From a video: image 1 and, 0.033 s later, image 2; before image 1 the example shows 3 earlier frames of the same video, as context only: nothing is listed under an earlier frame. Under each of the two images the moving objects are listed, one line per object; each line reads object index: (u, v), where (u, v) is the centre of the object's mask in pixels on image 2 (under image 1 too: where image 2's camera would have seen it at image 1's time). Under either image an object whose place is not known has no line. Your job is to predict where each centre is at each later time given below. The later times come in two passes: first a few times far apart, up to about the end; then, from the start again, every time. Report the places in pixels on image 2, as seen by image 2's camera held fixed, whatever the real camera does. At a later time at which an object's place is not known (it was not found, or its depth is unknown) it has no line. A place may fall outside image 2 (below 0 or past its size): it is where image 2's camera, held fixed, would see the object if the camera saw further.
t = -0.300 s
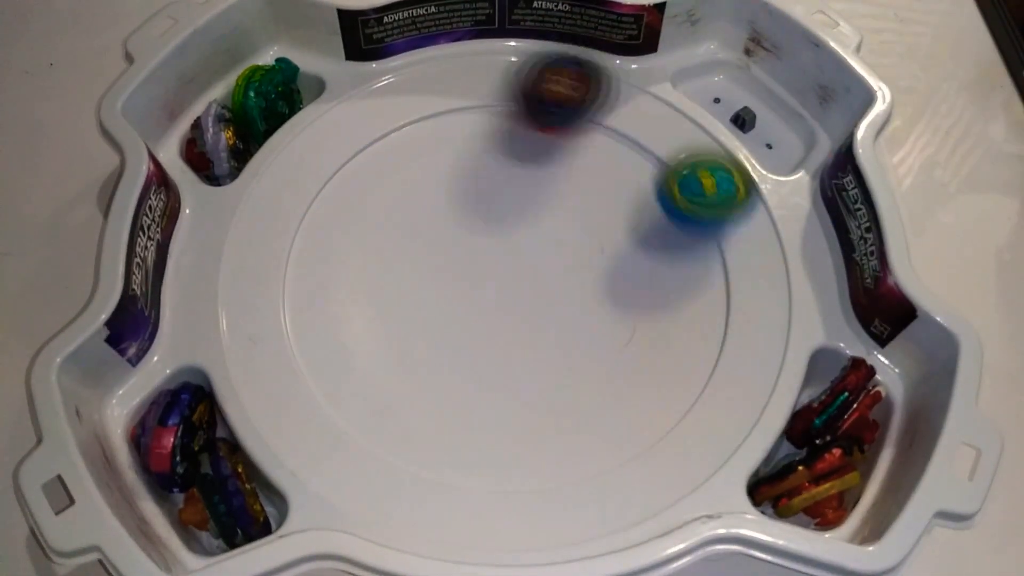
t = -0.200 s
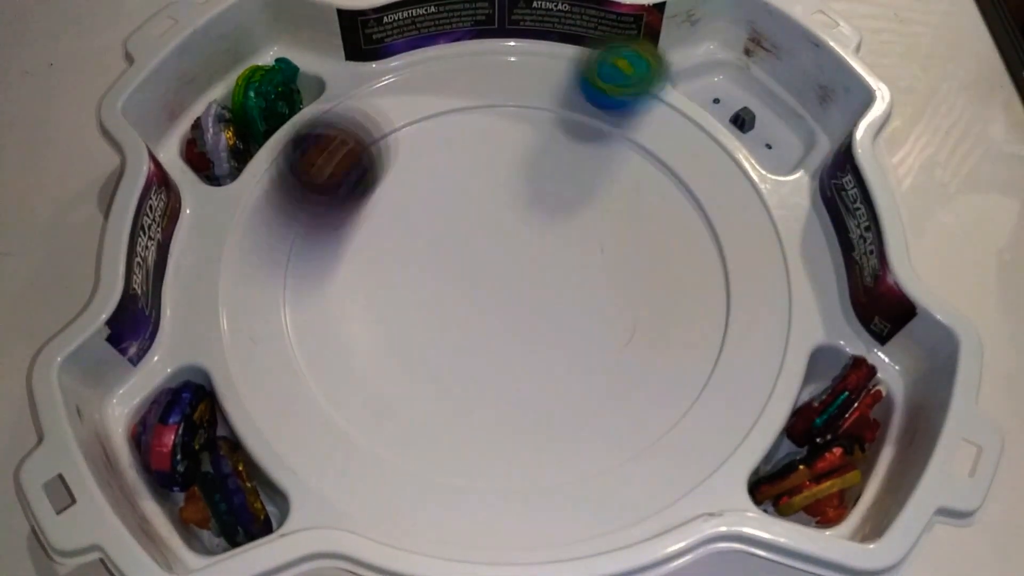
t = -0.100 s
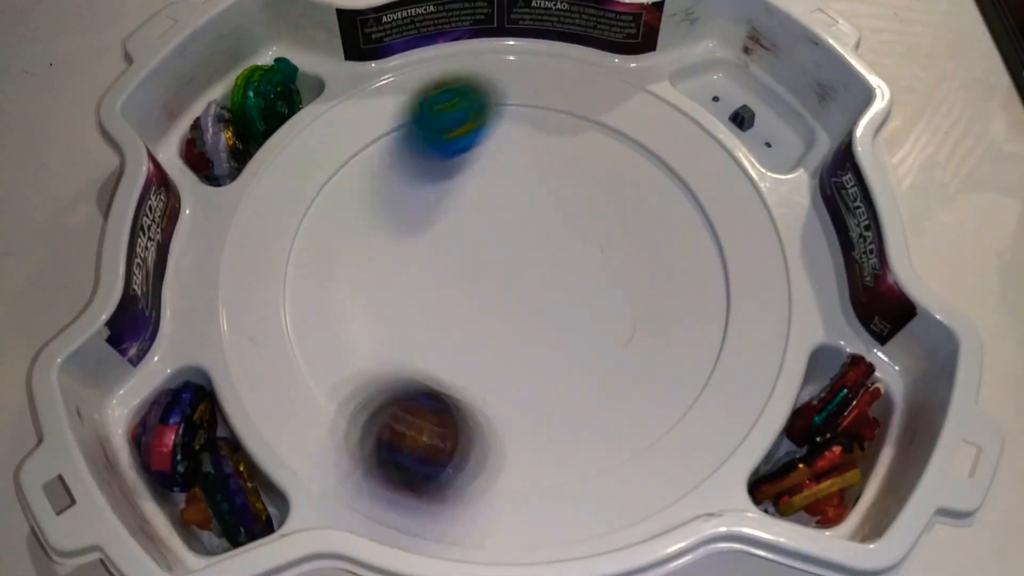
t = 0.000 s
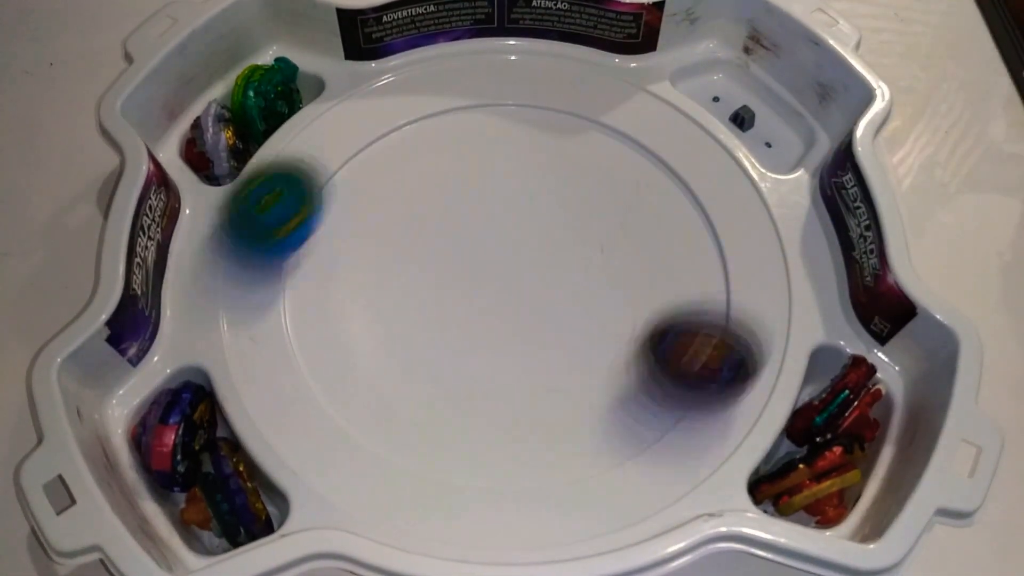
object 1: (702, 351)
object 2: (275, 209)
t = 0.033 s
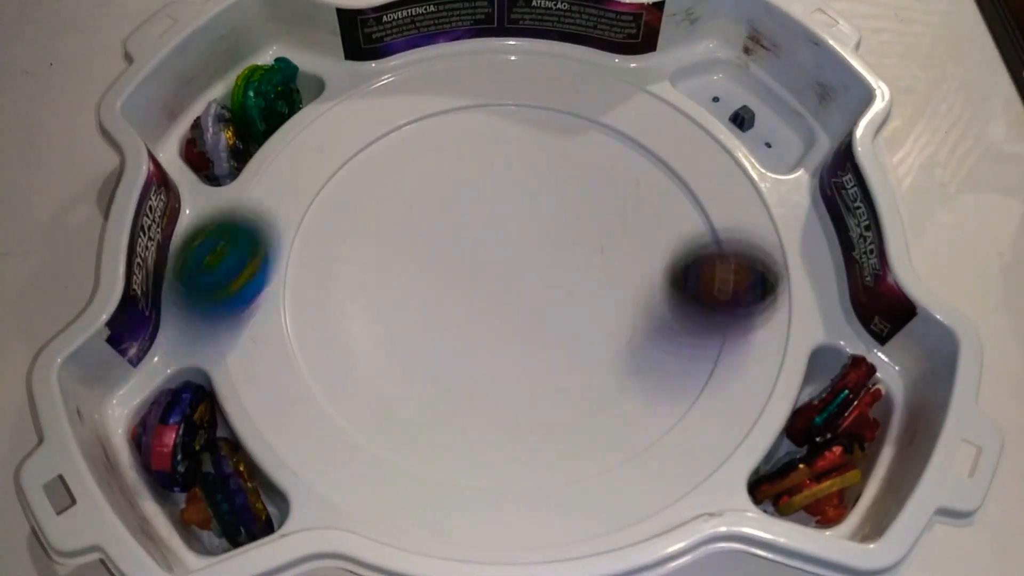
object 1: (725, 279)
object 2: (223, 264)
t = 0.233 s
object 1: (325, 169)
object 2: (174, 462)
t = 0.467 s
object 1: (722, 290)
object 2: (221, 483)
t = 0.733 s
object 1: (292, 291)
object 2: (203, 495)
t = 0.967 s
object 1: (720, 243)
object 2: (194, 480)
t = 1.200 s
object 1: (306, 196)
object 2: (191, 475)
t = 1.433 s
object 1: (713, 321)
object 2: (197, 410)
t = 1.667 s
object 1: (444, 90)
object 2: (383, 367)
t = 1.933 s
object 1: (643, 409)
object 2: (680, 163)
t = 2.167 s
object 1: (621, 153)
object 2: (537, 46)
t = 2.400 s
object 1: (382, 315)
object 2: (269, 240)
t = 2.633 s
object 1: (538, 434)
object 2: (362, 469)
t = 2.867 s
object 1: (717, 246)
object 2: (514, 376)
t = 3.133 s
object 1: (485, 112)
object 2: (408, 210)
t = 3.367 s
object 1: (363, 215)
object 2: (334, 365)
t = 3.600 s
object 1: (532, 318)
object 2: (594, 436)
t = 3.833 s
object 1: (628, 178)
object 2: (670, 275)
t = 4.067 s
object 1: (471, 109)
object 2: (459, 242)
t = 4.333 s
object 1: (402, 251)
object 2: (383, 411)
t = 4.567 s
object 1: (597, 280)
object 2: (489, 450)
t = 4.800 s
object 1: (668, 167)
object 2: (526, 380)
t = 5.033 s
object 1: (521, 172)
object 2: (428, 255)
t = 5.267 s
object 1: (589, 286)
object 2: (272, 271)
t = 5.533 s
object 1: (707, 280)
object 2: (317, 303)
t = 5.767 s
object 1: (577, 275)
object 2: (464, 265)
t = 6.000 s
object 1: (601, 362)
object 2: (453, 158)
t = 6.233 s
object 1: (554, 326)
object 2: (447, 205)
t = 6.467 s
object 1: (446, 411)
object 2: (561, 222)
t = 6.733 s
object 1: (462, 373)
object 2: (598, 205)
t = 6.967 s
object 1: (412, 289)
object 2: (544, 290)
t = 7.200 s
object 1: (366, 286)
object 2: (531, 384)
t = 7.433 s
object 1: (472, 253)
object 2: (539, 365)
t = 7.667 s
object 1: (501, 173)
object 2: (450, 297)
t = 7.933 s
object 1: (486, 239)
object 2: (367, 274)
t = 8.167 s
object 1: (582, 299)
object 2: (445, 283)
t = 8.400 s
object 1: (629, 275)
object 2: (516, 219)
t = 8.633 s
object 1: (660, 340)
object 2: (434, 132)
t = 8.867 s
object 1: (587, 384)
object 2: (415, 218)
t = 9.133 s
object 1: (481, 399)
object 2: (451, 274)
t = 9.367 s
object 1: (420, 384)
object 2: (471, 296)
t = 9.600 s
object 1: (363, 341)
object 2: (547, 273)
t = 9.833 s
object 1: (371, 287)
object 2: (577, 234)
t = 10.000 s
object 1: (422, 262)
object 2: (539, 241)
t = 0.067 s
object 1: (710, 205)
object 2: (197, 313)
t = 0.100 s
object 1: (664, 143)
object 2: (193, 381)
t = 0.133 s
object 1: (591, 100)
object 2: (186, 442)
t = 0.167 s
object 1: (504, 84)
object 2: (163, 455)
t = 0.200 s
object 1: (409, 103)
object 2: (164, 456)
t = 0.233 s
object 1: (325, 169)
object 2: (174, 462)
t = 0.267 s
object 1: (290, 266)
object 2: (180, 465)
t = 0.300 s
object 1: (329, 374)
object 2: (184, 467)
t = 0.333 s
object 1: (425, 439)
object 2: (187, 473)
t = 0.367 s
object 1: (538, 452)
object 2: (191, 484)
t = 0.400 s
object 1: (633, 418)
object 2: (210, 489)
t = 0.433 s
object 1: (698, 358)
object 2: (218, 489)
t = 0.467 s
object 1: (722, 290)
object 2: (221, 483)
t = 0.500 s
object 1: (716, 221)
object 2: (222, 481)
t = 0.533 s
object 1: (681, 160)
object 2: (222, 483)
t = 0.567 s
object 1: (621, 112)
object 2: (220, 487)
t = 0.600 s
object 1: (547, 88)
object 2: (215, 491)
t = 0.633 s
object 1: (462, 88)
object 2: (203, 494)
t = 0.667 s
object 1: (375, 121)
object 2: (201, 496)
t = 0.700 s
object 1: (311, 192)
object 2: (203, 497)
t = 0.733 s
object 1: (292, 291)
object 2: (203, 495)
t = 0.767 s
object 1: (339, 386)
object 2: (200, 494)
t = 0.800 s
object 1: (437, 444)
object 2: (199, 491)
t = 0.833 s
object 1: (541, 453)
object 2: (200, 489)
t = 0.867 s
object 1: (630, 420)
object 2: (199, 488)
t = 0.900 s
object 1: (690, 366)
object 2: (198, 486)
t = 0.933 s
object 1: (719, 305)
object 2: (195, 483)
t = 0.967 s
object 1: (720, 243)
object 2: (194, 480)
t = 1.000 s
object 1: (697, 183)
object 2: (194, 480)
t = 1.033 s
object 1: (654, 135)
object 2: (194, 480)
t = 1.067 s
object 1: (595, 100)
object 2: (193, 482)
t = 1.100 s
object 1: (522, 84)
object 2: (197, 477)
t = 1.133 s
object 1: (443, 91)
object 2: (198, 476)
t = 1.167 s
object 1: (366, 126)
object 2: (189, 479)
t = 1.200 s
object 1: (306, 196)
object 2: (191, 475)
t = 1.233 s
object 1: (290, 293)
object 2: (193, 467)
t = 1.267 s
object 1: (335, 383)
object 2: (178, 464)
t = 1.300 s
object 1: (424, 439)
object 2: (168, 456)
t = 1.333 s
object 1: (528, 453)
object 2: (177, 444)
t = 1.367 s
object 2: (188, 431)
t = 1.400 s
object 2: (193, 421)
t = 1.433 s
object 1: (713, 321)
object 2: (197, 410)
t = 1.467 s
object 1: (722, 262)
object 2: (204, 404)
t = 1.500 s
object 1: (709, 206)
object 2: (215, 399)
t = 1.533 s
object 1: (678, 159)
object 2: (236, 393)
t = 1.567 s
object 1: (634, 119)
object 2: (264, 387)
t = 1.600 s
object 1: (580, 94)
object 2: (299, 381)
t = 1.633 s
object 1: (515, 82)
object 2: (338, 376)
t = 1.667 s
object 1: (444, 90)
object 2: (383, 367)
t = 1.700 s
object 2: (433, 358)
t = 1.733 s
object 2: (484, 344)
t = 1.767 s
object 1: (287, 266)
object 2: (535, 320)
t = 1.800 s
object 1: (310, 351)
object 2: (577, 294)
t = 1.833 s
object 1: (389, 423)
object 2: (614, 264)
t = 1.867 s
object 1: (482, 454)
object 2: (643, 231)
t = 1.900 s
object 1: (571, 445)
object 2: (665, 195)
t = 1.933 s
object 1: (643, 409)
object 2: (680, 163)
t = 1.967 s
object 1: (697, 357)
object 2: (673, 136)
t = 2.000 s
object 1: (717, 306)
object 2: (658, 120)
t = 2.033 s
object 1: (722, 255)
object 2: (641, 114)
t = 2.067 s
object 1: (709, 204)
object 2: (624, 103)
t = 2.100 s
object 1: (684, 165)
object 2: (604, 95)
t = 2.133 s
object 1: (655, 148)
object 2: (578, 73)
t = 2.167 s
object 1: (621, 153)
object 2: (537, 46)
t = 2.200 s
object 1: (582, 161)
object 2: (487, 55)
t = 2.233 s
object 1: (542, 174)
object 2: (437, 73)
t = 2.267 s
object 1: (501, 193)
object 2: (392, 94)
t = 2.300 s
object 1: (465, 219)
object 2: (351, 123)
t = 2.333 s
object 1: (432, 248)
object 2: (317, 156)
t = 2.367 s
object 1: (404, 280)
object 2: (288, 195)
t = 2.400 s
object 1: (382, 315)
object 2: (269, 240)
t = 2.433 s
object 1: (368, 350)
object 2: (257, 285)
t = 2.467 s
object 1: (365, 389)
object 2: (255, 335)
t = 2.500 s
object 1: (378, 427)
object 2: (249, 382)
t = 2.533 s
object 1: (420, 431)
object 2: (264, 404)
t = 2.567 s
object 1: (463, 438)
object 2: (287, 431)
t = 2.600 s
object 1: (502, 436)
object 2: (319, 458)
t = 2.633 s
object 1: (538, 434)
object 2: (362, 469)
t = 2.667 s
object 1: (569, 430)
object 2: (406, 464)
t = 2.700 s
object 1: (597, 427)
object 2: (459, 457)
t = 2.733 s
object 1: (637, 419)
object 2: (486, 450)
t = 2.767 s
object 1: (677, 372)
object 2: (487, 437)
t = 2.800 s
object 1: (704, 326)
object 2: (492, 419)
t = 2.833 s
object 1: (721, 285)
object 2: (501, 400)
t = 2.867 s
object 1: (717, 246)
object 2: (514, 376)
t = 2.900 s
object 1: (699, 211)
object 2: (521, 347)
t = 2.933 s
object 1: (675, 182)
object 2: (523, 317)
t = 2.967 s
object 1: (646, 161)
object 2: (520, 288)
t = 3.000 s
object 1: (611, 146)
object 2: (511, 258)
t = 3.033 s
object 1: (572, 140)
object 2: (499, 232)
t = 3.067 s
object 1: (536, 133)
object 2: (477, 217)
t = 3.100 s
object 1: (512, 118)
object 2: (440, 214)
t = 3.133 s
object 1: (485, 112)
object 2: (408, 210)
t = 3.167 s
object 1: (458, 114)
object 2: (374, 209)
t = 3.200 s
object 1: (429, 122)
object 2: (340, 215)
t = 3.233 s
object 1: (401, 137)
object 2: (310, 224)
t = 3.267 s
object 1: (376, 158)
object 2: (296, 238)
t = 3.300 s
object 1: (358, 181)
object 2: (297, 267)
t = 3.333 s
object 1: (358, 195)
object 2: (308, 319)
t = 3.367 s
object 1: (363, 215)
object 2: (334, 365)
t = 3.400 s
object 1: (370, 242)
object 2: (362, 401)
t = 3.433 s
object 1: (384, 271)
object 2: (398, 428)
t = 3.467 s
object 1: (408, 297)
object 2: (440, 440)
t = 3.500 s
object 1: (438, 318)
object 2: (481, 442)
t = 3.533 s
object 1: (472, 331)
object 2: (518, 435)
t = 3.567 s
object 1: (504, 332)
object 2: (554, 432)
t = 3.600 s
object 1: (532, 318)
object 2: (594, 436)
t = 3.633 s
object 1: (558, 303)
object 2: (625, 428)
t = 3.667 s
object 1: (582, 285)
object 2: (649, 411)
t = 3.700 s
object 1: (602, 265)
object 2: (668, 387)
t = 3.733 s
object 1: (615, 245)
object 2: (680, 361)
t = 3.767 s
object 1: (623, 224)
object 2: (685, 332)
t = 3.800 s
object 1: (628, 201)
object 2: (681, 303)
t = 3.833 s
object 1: (628, 178)
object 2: (670, 275)
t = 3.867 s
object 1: (621, 156)
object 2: (653, 250)
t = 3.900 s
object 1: (612, 134)
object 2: (631, 230)
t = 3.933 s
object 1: (595, 105)
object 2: (602, 224)
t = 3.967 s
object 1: (570, 97)
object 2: (570, 217)
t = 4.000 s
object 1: (533, 107)
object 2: (536, 213)
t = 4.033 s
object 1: (499, 117)
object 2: (500, 215)
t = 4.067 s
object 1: (471, 109)
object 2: (459, 242)
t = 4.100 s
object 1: (445, 100)
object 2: (421, 269)
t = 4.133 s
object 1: (428, 104)
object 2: (389, 295)
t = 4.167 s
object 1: (411, 126)
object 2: (364, 320)
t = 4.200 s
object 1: (400, 148)
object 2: (349, 346)
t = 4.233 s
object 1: (389, 170)
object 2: (334, 373)
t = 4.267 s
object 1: (385, 196)
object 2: (338, 389)
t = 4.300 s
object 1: (389, 223)
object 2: (355, 403)
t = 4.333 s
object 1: (402, 251)
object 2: (383, 411)
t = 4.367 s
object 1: (422, 274)
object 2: (411, 411)
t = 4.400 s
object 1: (447, 294)
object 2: (437, 408)
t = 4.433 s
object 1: (478, 307)
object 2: (456, 409)
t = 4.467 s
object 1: (511, 304)
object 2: (469, 423)
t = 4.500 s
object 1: (544, 299)
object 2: (477, 432)
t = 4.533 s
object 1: (572, 291)
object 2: (483, 442)
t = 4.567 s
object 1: (597, 280)
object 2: (489, 450)
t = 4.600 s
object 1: (618, 267)
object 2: (495, 454)
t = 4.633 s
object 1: (636, 253)
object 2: (503, 453)
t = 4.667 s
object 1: (651, 237)
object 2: (510, 446)
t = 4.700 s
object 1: (660, 219)
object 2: (516, 435)
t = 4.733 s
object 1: (666, 201)
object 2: (520, 420)
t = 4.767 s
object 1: (670, 184)
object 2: (524, 402)
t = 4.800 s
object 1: (668, 167)
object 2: (526, 380)
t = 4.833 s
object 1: (660, 151)
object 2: (522, 358)
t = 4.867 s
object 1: (646, 138)
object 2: (515, 336)
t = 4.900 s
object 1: (625, 132)
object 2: (504, 315)
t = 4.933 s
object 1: (600, 132)
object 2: (488, 295)
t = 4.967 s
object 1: (574, 139)
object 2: (470, 279)
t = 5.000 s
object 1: (546, 154)
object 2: (450, 265)
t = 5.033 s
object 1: (521, 172)
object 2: (428, 255)
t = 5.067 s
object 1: (500, 194)
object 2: (405, 247)
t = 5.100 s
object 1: (509, 211)
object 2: (353, 245)
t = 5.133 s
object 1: (523, 229)
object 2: (305, 245)
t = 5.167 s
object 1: (538, 249)
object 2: (285, 247)
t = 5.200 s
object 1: (554, 265)
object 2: (278, 258)
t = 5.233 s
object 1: (571, 278)
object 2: (274, 264)
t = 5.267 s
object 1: (589, 286)
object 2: (272, 271)
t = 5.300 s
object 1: (608, 294)
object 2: (270, 278)
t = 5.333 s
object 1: (627, 300)
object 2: (271, 283)
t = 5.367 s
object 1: (647, 302)
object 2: (274, 287)
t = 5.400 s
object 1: (665, 300)
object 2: (277, 289)
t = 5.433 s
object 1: (682, 298)
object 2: (281, 292)
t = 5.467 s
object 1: (696, 293)
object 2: (290, 295)
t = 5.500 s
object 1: (705, 286)
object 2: (300, 301)
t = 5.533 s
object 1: (707, 280)
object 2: (317, 303)
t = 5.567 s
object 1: (701, 272)
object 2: (337, 303)
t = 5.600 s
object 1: (690, 266)
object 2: (359, 302)
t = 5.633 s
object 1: (672, 261)
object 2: (386, 302)
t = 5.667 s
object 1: (647, 259)
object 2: (413, 298)
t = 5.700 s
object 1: (619, 261)
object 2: (436, 289)
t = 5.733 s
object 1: (592, 265)
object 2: (458, 279)
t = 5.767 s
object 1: (577, 275)
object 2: (464, 265)
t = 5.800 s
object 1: (577, 290)
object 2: (458, 246)
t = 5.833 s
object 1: (577, 305)
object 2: (459, 228)
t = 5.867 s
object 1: (578, 318)
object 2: (460, 211)
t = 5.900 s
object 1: (581, 333)
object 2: (460, 196)
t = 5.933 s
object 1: (587, 345)
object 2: (458, 181)
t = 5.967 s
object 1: (594, 356)
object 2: (457, 169)
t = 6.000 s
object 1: (601, 362)
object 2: (453, 158)
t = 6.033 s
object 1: (609, 363)
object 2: (447, 151)
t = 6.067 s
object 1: (613, 358)
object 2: (440, 149)
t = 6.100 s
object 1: (613, 350)
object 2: (436, 153)
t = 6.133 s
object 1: (606, 340)
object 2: (432, 161)
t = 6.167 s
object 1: (593, 337)
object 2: (433, 174)
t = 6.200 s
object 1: (575, 330)
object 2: (436, 188)
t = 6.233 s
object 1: (554, 326)
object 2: (447, 205)
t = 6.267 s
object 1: (533, 324)
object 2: (459, 220)
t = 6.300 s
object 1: (509, 325)
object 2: (475, 236)
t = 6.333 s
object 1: (489, 346)
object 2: (493, 232)
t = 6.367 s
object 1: (472, 364)
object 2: (513, 230)
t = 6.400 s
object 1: (460, 380)
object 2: (529, 227)
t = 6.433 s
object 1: (452, 396)
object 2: (545, 224)
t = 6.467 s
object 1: (446, 411)
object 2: (561, 222)
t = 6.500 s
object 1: (440, 426)
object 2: (573, 218)
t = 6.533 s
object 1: (431, 440)
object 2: (584, 214)
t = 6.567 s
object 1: (432, 440)
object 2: (596, 210)
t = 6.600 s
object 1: (440, 426)
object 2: (602, 206)
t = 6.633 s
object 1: (448, 413)
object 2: (606, 203)
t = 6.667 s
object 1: (453, 401)
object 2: (607, 201)
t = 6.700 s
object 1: (458, 387)
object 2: (604, 202)
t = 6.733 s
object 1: (462, 373)
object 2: (598, 205)
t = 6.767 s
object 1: (462, 360)
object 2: (592, 210)
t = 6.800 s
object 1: (460, 346)
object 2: (581, 219)
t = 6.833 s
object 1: (455, 334)
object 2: (572, 232)
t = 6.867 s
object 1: (447, 322)
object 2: (563, 245)
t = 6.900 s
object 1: (437, 310)
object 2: (555, 260)
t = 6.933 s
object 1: (425, 299)
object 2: (550, 275)
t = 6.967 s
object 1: (412, 289)
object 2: (544, 290)
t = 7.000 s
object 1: (399, 280)
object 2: (539, 305)
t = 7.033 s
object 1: (385, 274)
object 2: (537, 319)
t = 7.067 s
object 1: (374, 270)
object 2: (533, 334)
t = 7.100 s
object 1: (365, 270)
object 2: (531, 348)
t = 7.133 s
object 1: (358, 273)
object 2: (531, 361)
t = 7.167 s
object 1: (359, 280)
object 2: (530, 374)
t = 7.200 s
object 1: (366, 286)
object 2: (531, 384)
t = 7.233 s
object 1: (378, 290)
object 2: (536, 392)
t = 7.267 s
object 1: (394, 291)
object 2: (540, 397)
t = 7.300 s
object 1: (411, 289)
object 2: (544, 397)
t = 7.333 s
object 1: (428, 282)
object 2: (549, 392)
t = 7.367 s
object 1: (445, 273)
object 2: (549, 384)
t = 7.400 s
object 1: (459, 263)
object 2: (547, 377)
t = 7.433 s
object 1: (472, 253)
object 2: (539, 365)
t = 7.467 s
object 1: (482, 241)
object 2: (528, 355)
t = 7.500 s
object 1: (491, 228)
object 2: (518, 342)
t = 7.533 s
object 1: (498, 215)
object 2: (505, 333)
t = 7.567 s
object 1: (502, 204)
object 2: (493, 323)
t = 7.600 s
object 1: (505, 193)
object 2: (478, 314)
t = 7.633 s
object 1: (504, 182)
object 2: (463, 305)
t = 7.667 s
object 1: (501, 173)
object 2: (450, 297)
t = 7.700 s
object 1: (494, 168)
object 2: (436, 289)
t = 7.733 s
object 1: (486, 168)
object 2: (424, 284)
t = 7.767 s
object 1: (480, 171)
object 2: (410, 277)
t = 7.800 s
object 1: (476, 180)
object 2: (397, 273)
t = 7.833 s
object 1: (473, 192)
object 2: (386, 270)
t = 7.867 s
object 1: (474, 206)
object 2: (376, 269)
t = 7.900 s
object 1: (479, 222)
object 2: (370, 270)
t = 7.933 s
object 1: (486, 239)
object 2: (367, 274)
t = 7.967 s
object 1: (496, 254)
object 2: (369, 280)
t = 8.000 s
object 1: (508, 266)
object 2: (376, 284)
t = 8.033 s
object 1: (522, 276)
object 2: (384, 287)
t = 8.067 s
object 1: (537, 283)
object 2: (399, 289)
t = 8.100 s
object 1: (551, 291)
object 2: (415, 288)
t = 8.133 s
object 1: (568, 297)
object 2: (432, 286)
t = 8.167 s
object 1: (582, 299)
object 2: (445, 283)
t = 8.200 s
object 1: (597, 301)
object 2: (461, 277)
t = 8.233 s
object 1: (612, 299)
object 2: (474, 271)
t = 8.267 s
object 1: (624, 295)
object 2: (487, 264)
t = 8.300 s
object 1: (631, 287)
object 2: (501, 256)
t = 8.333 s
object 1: (632, 278)
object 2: (511, 249)
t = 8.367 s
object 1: (626, 268)
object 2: (523, 242)
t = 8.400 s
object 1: (629, 275)
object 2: (516, 219)
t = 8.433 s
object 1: (642, 288)
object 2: (501, 192)
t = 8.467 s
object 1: (649, 296)
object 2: (488, 171)
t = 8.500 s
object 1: (655, 304)
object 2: (478, 157)
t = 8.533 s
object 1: (658, 312)
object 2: (468, 147)
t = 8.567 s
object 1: (662, 320)
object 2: (458, 139)
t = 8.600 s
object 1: (662, 329)
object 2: (446, 135)
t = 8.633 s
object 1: (660, 340)
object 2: (434, 132)
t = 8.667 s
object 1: (656, 349)
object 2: (425, 134)
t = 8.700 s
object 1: (649, 359)
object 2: (416, 142)
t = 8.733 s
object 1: (640, 366)
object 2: (410, 154)
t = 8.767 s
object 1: (629, 372)
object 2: (408, 170)
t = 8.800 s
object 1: (616, 377)
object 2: (408, 185)
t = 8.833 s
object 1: (600, 382)
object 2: (410, 202)
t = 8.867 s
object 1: (587, 384)
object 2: (415, 218)
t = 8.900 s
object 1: (572, 385)
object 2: (420, 237)
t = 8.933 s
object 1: (554, 382)
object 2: (427, 251)
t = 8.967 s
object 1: (539, 379)
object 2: (433, 267)
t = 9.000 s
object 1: (525, 377)
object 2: (440, 280)
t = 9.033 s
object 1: (509, 373)
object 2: (447, 296)
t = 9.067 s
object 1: (498, 384)
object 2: (450, 292)
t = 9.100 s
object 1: (488, 393)
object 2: (448, 281)
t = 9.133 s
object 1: (481, 399)
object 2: (451, 274)
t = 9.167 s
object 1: (472, 404)
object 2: (452, 272)
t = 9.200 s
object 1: (463, 405)
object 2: (453, 274)
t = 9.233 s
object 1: (453, 406)
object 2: (453, 279)
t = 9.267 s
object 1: (446, 403)
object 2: (456, 284)
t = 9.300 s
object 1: (436, 398)
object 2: (459, 288)
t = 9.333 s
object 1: (429, 393)
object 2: (464, 291)
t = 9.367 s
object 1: (420, 384)
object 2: (471, 296)
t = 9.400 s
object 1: (416, 377)
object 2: (477, 297)
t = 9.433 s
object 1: (412, 366)
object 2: (483, 298)
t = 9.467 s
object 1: (397, 361)
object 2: (499, 293)
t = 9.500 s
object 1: (386, 357)
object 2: (515, 287)
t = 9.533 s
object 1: (378, 354)
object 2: (529, 284)
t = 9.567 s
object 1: (372, 349)
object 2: (537, 279)
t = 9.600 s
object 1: (363, 341)
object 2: (547, 273)
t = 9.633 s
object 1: (359, 334)
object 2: (556, 268)
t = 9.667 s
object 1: (355, 330)
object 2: (565, 262)
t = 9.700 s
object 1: (354, 317)
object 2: (572, 257)
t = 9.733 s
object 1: (354, 311)
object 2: (579, 250)
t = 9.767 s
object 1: (360, 301)
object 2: (582, 244)
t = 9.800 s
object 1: (365, 296)
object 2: (580, 238)
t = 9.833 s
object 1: (371, 287)
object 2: (577, 234)
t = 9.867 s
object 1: (381, 282)
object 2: (572, 233)
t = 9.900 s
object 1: (390, 276)
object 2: (565, 232)
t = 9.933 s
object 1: (399, 270)
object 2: (558, 233)
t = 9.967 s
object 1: (410, 265)
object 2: (547, 236)
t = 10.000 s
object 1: (422, 262)
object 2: (539, 241)
